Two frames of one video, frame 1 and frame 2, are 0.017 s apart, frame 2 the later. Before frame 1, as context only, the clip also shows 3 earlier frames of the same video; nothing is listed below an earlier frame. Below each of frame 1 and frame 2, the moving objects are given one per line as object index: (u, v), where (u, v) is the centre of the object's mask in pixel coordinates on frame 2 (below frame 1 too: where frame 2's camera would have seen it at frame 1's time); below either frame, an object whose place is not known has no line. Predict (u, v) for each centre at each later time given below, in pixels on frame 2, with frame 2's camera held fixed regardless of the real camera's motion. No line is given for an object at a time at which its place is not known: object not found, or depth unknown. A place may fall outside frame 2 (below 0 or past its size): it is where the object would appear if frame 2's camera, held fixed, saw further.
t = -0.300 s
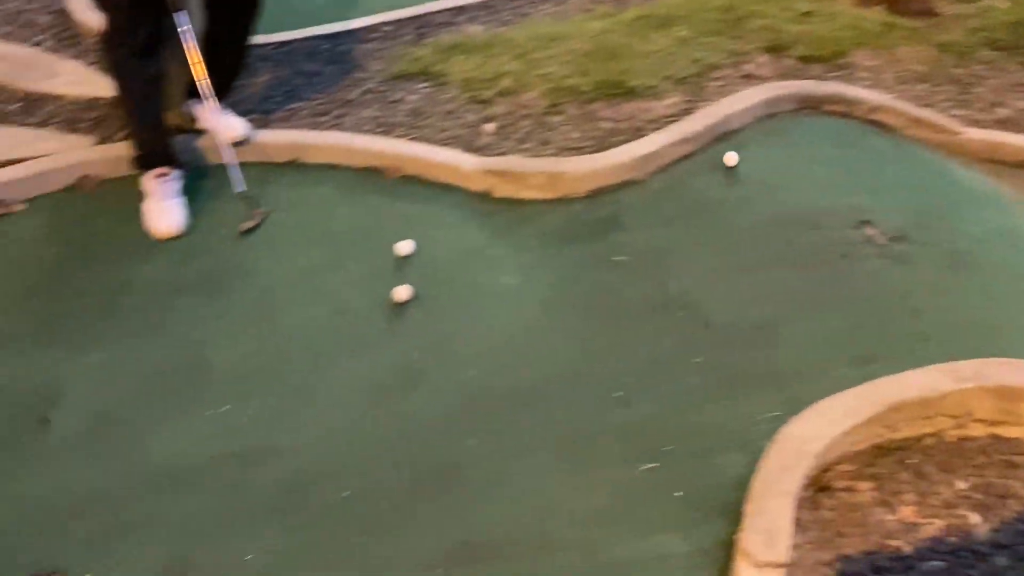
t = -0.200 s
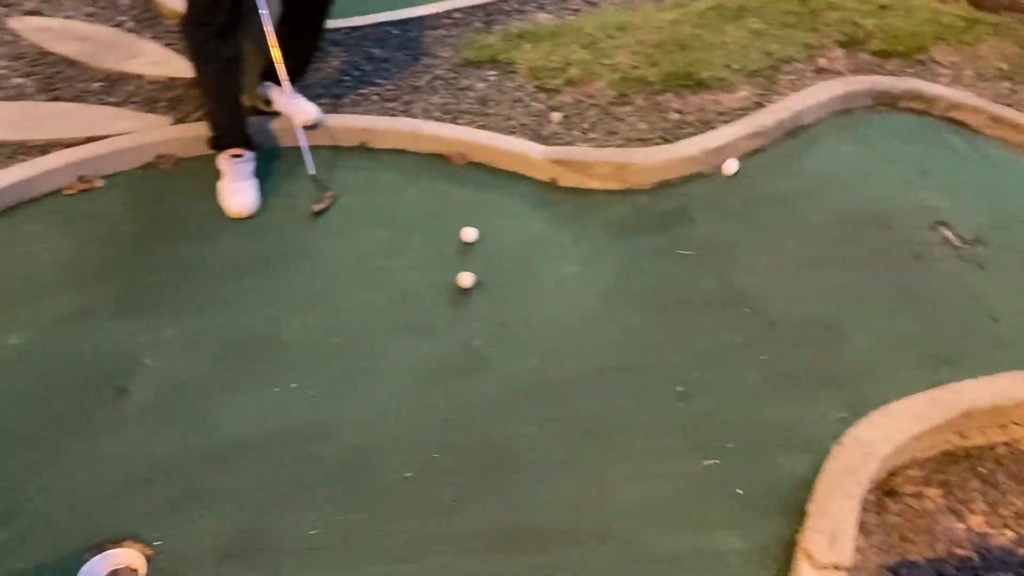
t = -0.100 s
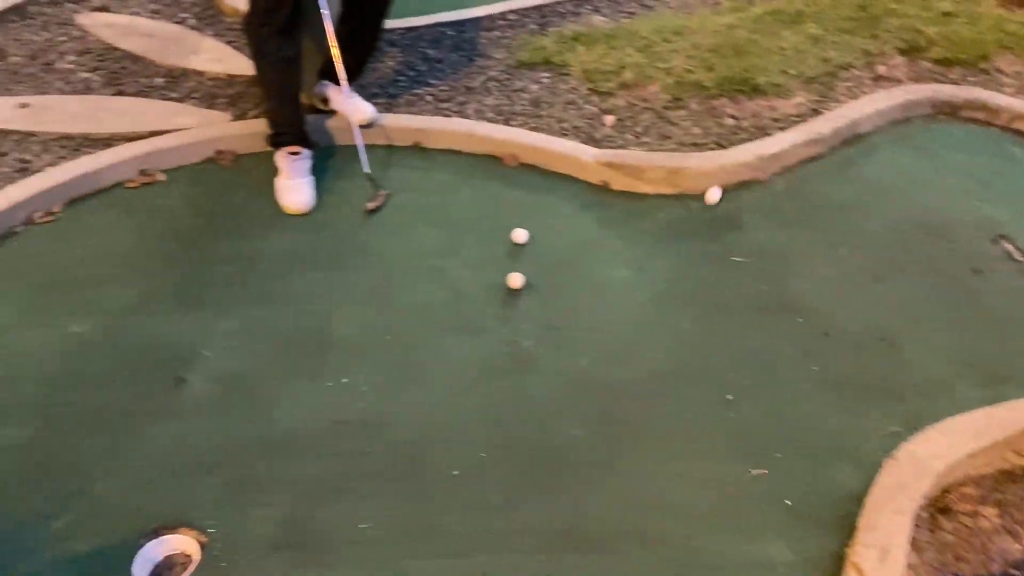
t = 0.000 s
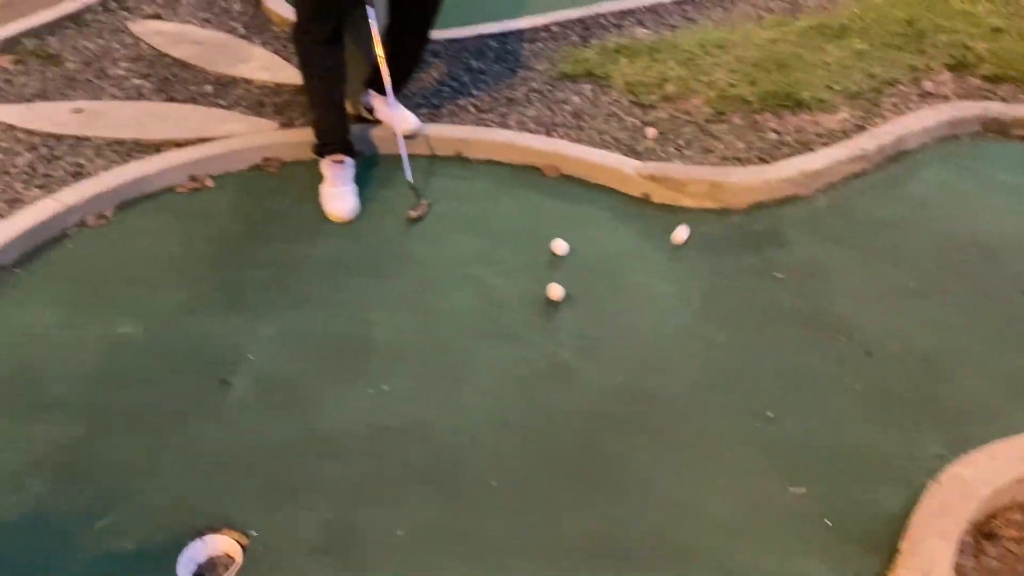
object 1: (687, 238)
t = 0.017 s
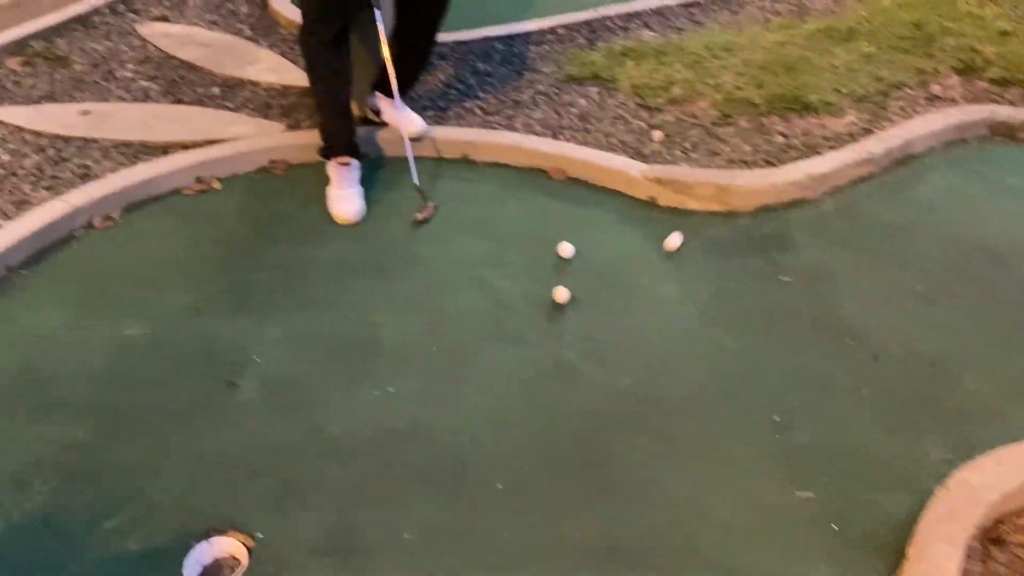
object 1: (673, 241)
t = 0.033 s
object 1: (660, 244)
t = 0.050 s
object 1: (647, 245)
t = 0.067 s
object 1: (634, 246)
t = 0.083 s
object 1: (621, 247)
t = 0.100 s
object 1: (608, 249)
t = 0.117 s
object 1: (596, 249)
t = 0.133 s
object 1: (584, 251)
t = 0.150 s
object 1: (580, 254)
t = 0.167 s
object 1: (579, 256)
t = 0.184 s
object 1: (577, 258)
